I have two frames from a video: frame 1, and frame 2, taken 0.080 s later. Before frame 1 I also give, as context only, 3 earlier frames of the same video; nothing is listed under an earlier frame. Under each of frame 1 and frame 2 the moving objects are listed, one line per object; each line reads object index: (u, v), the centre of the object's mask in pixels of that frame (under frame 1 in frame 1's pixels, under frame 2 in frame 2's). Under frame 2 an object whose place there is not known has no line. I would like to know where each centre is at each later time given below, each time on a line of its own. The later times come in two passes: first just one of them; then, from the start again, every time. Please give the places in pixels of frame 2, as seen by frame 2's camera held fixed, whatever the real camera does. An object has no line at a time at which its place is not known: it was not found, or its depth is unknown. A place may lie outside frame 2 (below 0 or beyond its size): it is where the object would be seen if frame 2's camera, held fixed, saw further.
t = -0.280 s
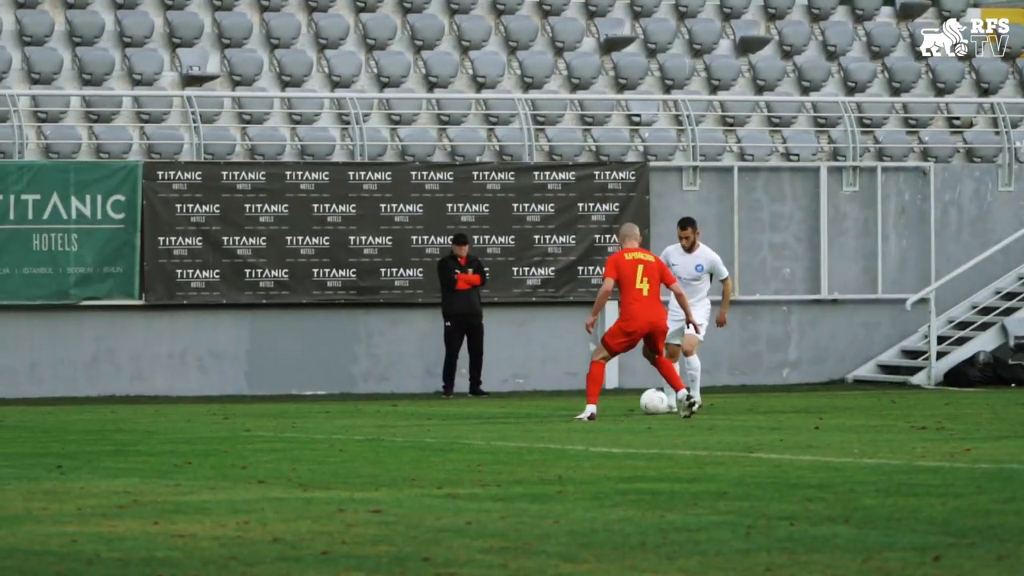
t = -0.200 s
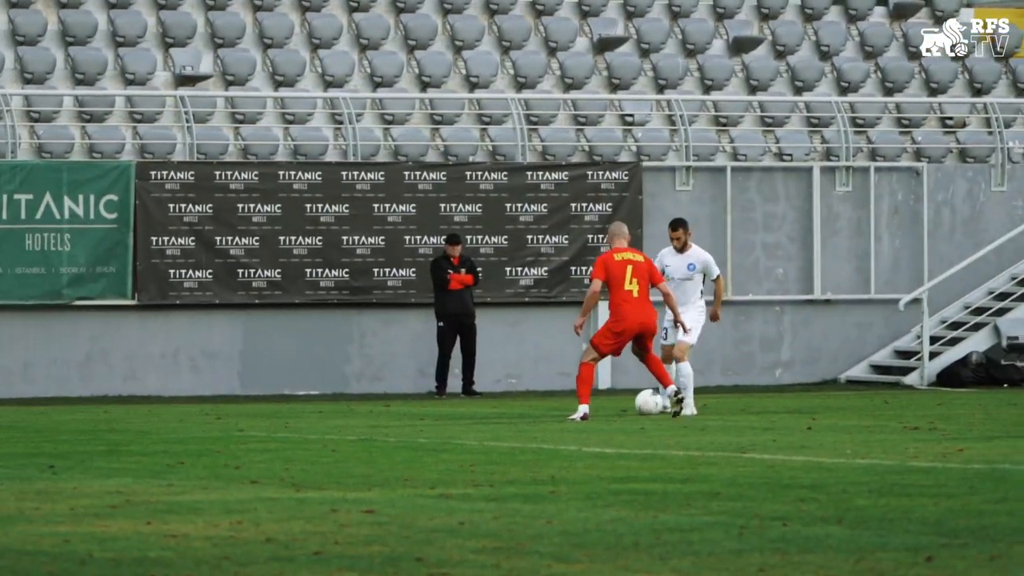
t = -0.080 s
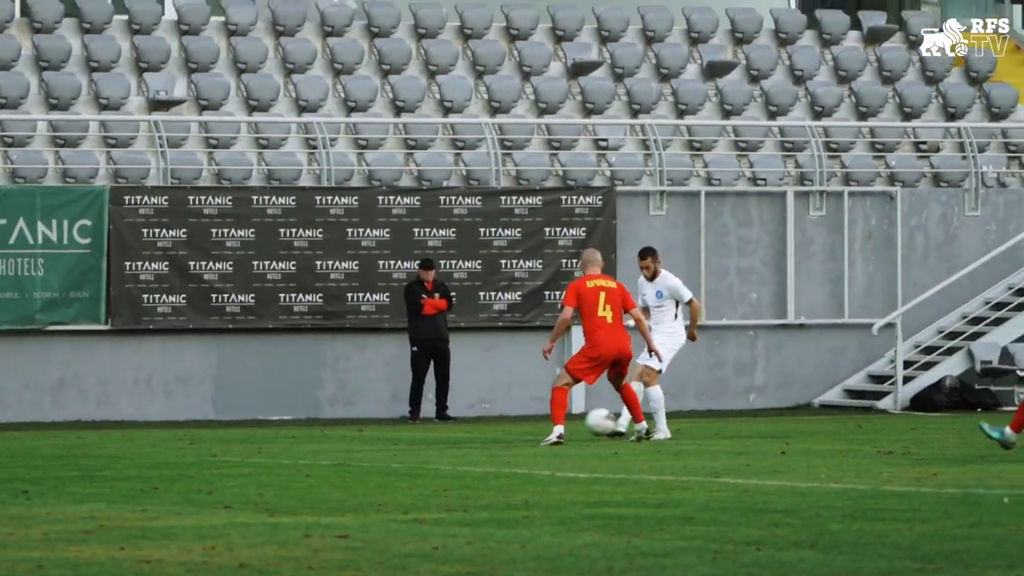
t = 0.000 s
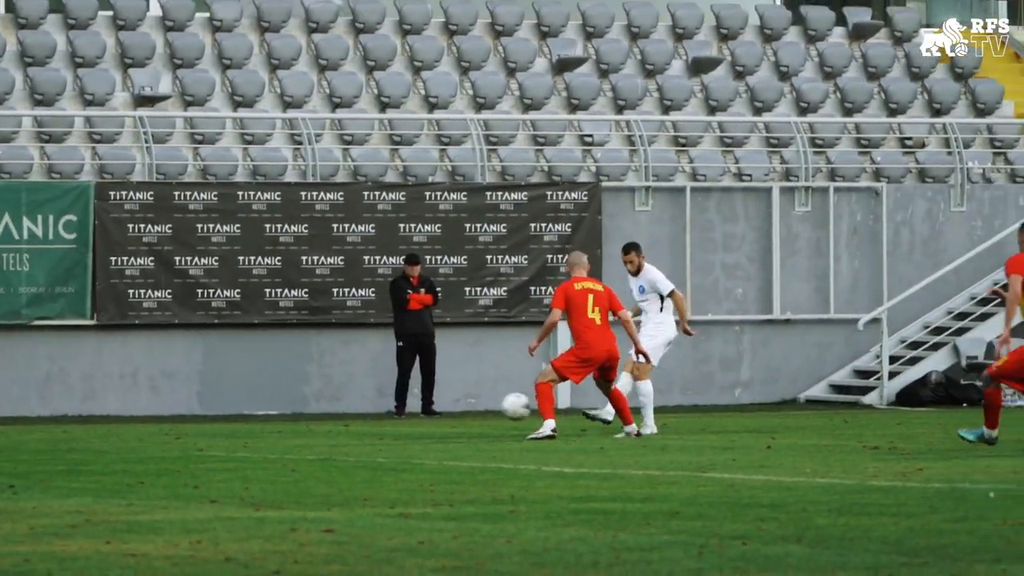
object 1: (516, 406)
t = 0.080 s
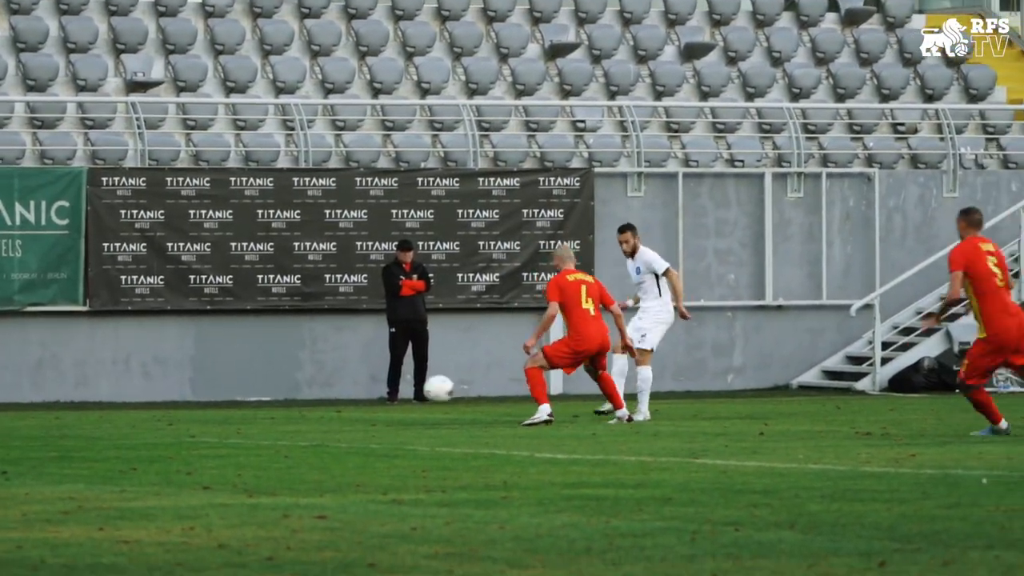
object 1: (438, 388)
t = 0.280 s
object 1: (263, 416)
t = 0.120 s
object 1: (403, 390)
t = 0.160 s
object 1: (368, 393)
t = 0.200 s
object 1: (334, 399)
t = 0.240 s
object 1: (299, 406)
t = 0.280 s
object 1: (263, 416)
